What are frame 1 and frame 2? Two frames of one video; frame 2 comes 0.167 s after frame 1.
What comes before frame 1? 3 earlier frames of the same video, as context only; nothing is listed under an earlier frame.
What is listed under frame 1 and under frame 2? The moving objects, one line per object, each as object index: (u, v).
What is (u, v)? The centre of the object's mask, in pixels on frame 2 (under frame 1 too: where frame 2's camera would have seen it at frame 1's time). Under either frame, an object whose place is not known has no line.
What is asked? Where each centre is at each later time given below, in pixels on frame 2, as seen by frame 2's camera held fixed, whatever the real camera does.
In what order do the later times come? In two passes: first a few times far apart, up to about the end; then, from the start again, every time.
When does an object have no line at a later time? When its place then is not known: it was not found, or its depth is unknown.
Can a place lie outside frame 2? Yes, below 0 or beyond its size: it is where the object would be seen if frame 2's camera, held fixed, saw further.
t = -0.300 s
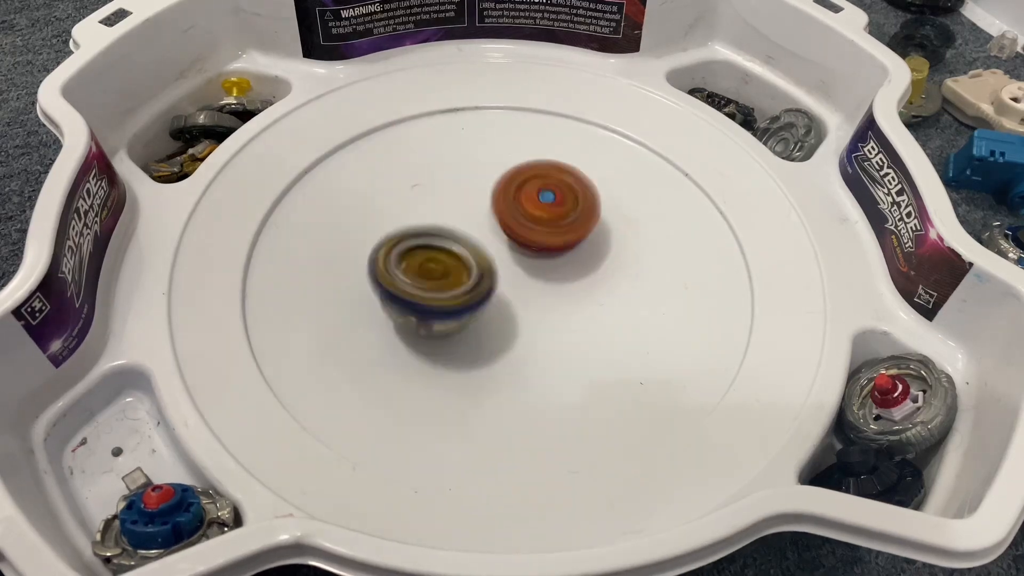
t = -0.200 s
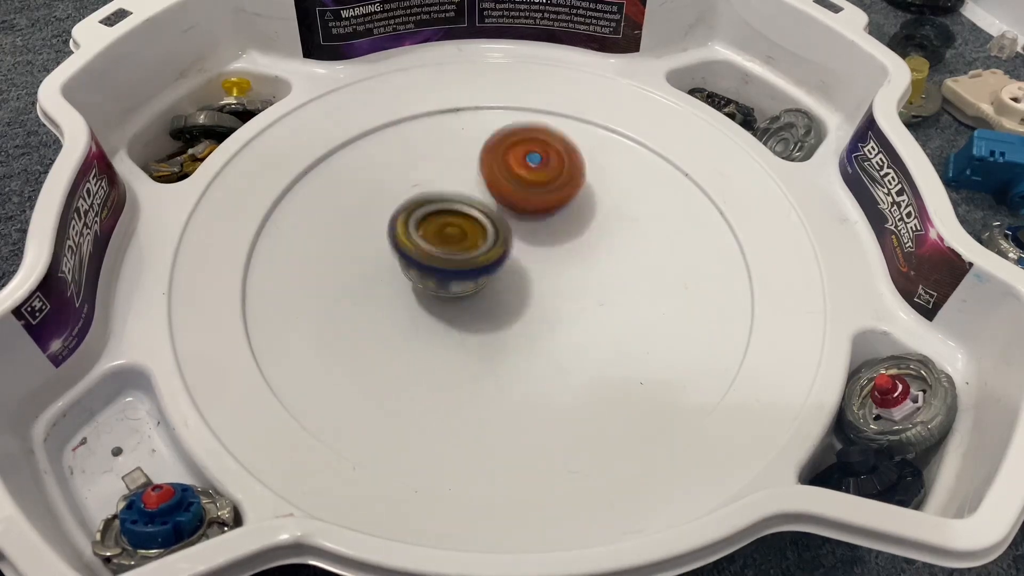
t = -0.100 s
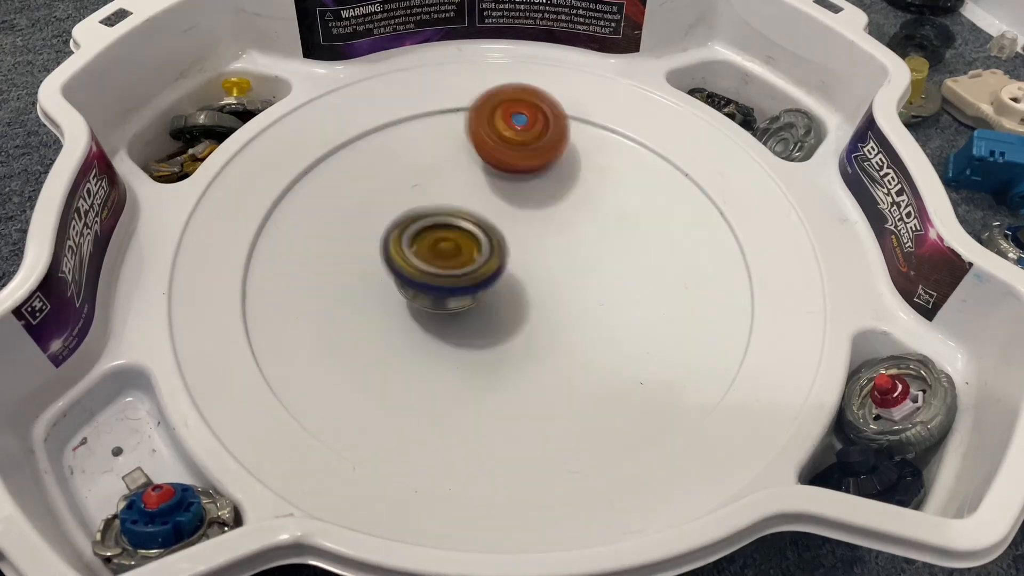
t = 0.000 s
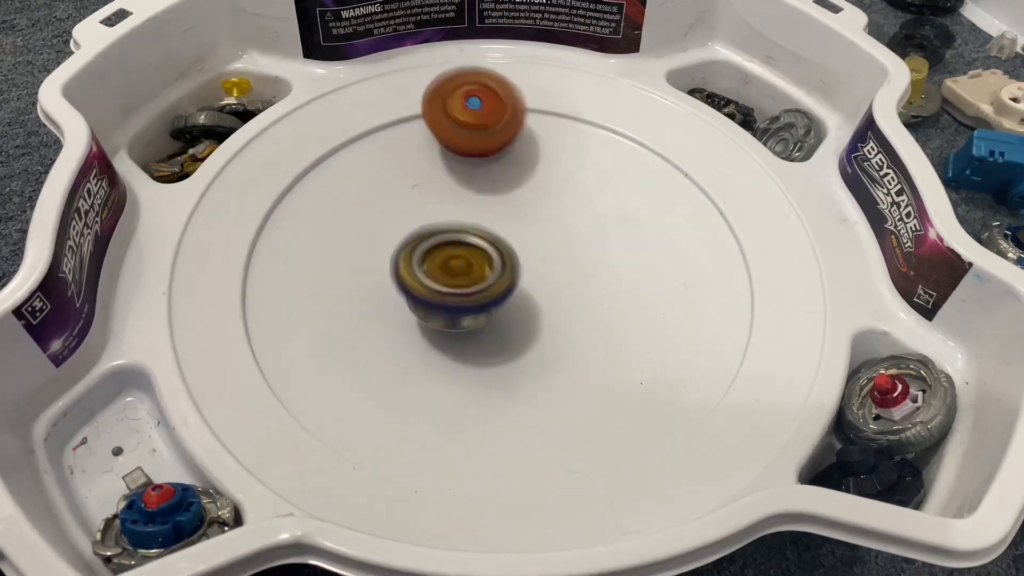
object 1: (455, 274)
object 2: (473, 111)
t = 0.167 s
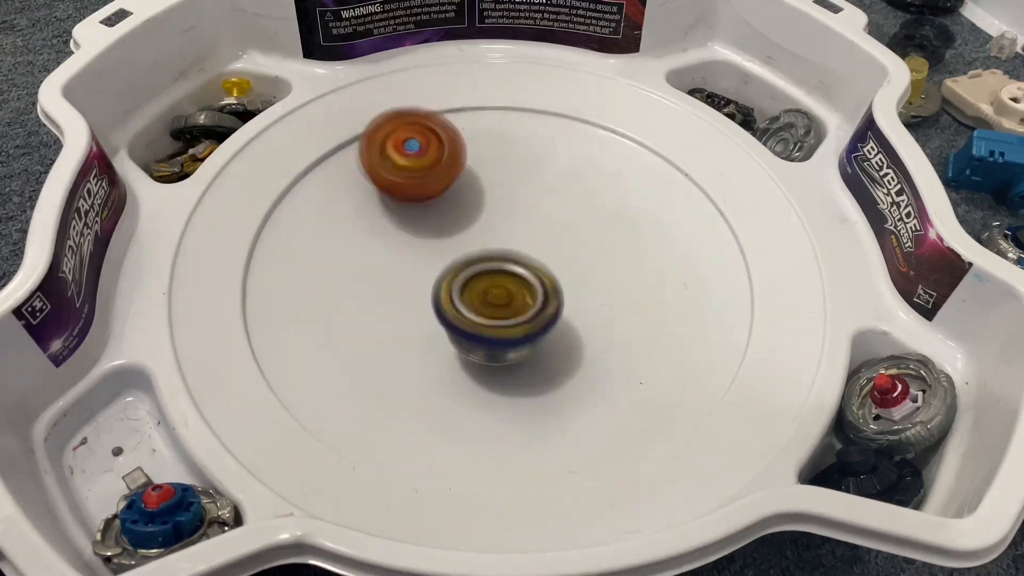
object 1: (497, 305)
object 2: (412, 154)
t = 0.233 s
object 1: (514, 319)
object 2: (409, 192)
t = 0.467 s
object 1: (624, 367)
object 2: (452, 256)
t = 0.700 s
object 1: (596, 372)
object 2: (564, 273)
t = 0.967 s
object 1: (464, 258)
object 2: (606, 212)
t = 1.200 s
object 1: (410, 114)
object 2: (573, 212)
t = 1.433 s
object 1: (491, 124)
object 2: (505, 261)
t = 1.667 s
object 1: (578, 222)
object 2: (511, 333)
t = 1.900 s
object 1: (597, 198)
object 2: (532, 392)
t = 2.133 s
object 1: (520, 222)
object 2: (568, 347)
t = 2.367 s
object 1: (462, 195)
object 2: (514, 327)
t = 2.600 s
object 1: (473, 183)
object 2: (429, 311)
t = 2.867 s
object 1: (458, 220)
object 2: (382, 320)
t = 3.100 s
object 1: (478, 237)
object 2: (418, 312)
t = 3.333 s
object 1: (549, 238)
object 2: (408, 293)
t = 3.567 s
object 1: (566, 294)
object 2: (429, 254)
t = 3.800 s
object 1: (542, 312)
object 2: (444, 221)
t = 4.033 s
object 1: (529, 275)
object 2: (457, 206)
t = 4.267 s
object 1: (618, 306)
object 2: (437, 196)
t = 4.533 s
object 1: (563, 364)
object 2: (460, 247)
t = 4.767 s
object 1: (489, 335)
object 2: (539, 245)
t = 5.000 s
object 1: (461, 293)
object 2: (557, 225)
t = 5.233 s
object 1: (375, 265)
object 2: (591, 205)
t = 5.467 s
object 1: (323, 182)
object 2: (585, 177)
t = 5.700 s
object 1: (415, 203)
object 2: (532, 223)
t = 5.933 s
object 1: (402, 227)
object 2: (535, 299)
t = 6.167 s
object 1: (434, 267)
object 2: (528, 355)
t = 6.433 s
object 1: (492, 265)
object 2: (503, 361)
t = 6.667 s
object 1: (596, 210)
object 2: (469, 364)
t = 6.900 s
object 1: (604, 232)
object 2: (441, 310)
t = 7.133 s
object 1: (547, 252)
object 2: (418, 252)
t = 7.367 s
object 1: (507, 257)
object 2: (420, 203)
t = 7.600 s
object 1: (452, 314)
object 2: (438, 160)
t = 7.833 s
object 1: (445, 317)
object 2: (475, 170)
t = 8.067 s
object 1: (477, 298)
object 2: (523, 213)
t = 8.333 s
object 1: (481, 305)
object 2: (576, 253)
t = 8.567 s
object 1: (459, 291)
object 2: (600, 292)
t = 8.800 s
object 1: (439, 276)
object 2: (579, 315)
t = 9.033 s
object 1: (401, 264)
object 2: (532, 318)
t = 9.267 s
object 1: (383, 251)
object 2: (510, 304)
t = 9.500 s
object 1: (393, 239)
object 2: (509, 284)
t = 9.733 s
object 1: (410, 234)
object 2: (528, 268)
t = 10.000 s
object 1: (421, 224)
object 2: (548, 258)
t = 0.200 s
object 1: (506, 313)
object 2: (409, 172)
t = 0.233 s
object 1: (514, 319)
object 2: (409, 192)
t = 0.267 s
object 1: (522, 324)
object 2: (415, 213)
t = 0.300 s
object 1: (524, 323)
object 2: (425, 232)
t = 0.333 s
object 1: (528, 321)
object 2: (438, 250)
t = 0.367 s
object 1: (541, 324)
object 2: (446, 257)
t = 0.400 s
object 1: (572, 345)
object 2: (443, 255)
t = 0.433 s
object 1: (602, 358)
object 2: (446, 254)
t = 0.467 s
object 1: (624, 367)
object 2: (452, 256)
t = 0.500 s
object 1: (642, 373)
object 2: (465, 260)
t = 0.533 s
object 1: (649, 377)
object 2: (481, 264)
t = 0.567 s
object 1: (652, 377)
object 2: (497, 268)
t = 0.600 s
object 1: (644, 381)
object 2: (514, 271)
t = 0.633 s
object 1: (635, 381)
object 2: (532, 272)
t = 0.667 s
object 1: (614, 376)
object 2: (549, 274)
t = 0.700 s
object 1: (596, 372)
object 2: (564, 273)
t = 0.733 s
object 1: (569, 363)
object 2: (578, 268)
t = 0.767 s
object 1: (549, 352)
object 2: (592, 263)
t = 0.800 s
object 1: (525, 338)
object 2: (602, 258)
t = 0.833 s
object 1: (508, 325)
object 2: (608, 249)
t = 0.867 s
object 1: (490, 309)
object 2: (614, 240)
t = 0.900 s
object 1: (477, 294)
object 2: (615, 229)
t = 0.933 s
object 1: (469, 275)
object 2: (612, 220)
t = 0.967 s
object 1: (464, 258)
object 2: (606, 212)
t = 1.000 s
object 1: (463, 239)
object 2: (597, 205)
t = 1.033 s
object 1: (465, 220)
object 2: (586, 202)
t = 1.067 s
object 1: (473, 199)
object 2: (575, 200)
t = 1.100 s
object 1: (453, 176)
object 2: (579, 203)
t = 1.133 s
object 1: (434, 153)
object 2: (583, 206)
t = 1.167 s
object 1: (420, 133)
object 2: (580, 209)
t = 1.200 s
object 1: (410, 114)
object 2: (573, 212)
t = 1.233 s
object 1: (407, 104)
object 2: (562, 215)
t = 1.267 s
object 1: (409, 95)
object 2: (550, 220)
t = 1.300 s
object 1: (417, 96)
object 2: (537, 226)
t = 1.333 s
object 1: (434, 100)
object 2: (527, 233)
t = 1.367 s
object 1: (450, 108)
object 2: (517, 241)
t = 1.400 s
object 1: (468, 114)
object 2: (510, 251)
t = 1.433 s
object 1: (491, 124)
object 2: (505, 261)
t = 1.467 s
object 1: (510, 136)
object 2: (503, 272)
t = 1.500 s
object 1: (523, 150)
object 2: (501, 283)
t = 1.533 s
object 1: (539, 163)
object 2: (499, 294)
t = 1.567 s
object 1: (552, 177)
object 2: (499, 305)
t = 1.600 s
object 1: (562, 192)
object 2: (501, 315)
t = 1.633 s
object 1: (572, 208)
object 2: (504, 325)
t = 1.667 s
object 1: (578, 222)
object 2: (511, 333)
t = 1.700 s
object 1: (580, 233)
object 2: (519, 339)
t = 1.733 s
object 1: (582, 244)
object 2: (529, 343)
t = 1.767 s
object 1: (585, 244)
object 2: (533, 351)
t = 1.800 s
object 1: (597, 230)
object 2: (529, 369)
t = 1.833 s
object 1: (602, 216)
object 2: (525, 381)
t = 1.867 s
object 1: (602, 205)
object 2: (527, 388)
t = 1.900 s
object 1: (597, 198)
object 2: (532, 392)
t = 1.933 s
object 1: (588, 194)
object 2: (539, 393)
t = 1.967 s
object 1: (577, 194)
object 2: (550, 392)
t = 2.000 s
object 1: (566, 195)
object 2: (559, 388)
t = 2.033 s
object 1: (552, 199)
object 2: (569, 380)
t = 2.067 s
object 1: (538, 205)
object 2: (572, 371)
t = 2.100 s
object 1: (528, 213)
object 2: (572, 359)
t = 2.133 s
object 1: (520, 222)
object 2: (568, 347)
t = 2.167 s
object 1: (511, 231)
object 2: (560, 336)
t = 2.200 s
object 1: (497, 227)
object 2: (556, 336)
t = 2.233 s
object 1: (486, 217)
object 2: (550, 338)
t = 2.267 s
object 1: (478, 208)
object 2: (544, 337)
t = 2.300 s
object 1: (470, 201)
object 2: (534, 334)
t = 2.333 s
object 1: (464, 197)
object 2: (523, 331)
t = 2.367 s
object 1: (462, 195)
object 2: (514, 327)
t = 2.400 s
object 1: (465, 191)
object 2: (502, 323)
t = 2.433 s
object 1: (465, 188)
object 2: (490, 320)
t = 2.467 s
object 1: (465, 185)
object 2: (478, 318)
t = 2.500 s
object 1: (465, 183)
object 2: (465, 316)
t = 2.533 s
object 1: (467, 182)
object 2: (453, 315)
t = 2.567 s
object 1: (470, 183)
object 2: (441, 313)
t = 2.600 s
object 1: (473, 183)
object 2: (429, 311)
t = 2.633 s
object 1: (475, 182)
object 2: (419, 311)
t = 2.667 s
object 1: (477, 182)
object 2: (409, 311)
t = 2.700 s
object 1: (477, 182)
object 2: (400, 311)
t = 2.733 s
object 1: (475, 184)
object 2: (393, 312)
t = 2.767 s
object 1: (472, 190)
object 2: (388, 314)
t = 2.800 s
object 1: (468, 199)
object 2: (383, 316)
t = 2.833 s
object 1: (462, 211)
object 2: (382, 318)
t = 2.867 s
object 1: (458, 220)
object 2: (382, 320)
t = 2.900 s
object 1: (453, 228)
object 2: (385, 322)
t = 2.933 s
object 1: (451, 235)
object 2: (393, 322)
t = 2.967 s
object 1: (457, 235)
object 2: (395, 325)
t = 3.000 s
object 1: (464, 236)
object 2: (399, 326)
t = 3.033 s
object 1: (471, 238)
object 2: (406, 324)
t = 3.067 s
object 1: (475, 238)
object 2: (413, 319)
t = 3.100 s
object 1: (478, 237)
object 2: (418, 312)
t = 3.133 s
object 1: (489, 232)
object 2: (412, 311)
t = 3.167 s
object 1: (503, 228)
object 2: (408, 309)
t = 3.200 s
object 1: (514, 224)
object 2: (406, 306)
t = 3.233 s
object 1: (525, 224)
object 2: (404, 303)
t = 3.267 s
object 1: (536, 228)
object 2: (404, 300)
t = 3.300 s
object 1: (545, 233)
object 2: (405, 297)
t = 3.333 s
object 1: (549, 238)
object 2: (408, 293)
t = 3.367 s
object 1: (555, 244)
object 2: (410, 288)
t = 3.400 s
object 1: (562, 250)
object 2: (413, 283)
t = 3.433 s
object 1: (567, 256)
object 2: (417, 277)
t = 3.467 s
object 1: (567, 264)
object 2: (421, 272)
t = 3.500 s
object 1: (567, 274)
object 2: (424, 266)
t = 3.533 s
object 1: (566, 285)
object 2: (426, 260)
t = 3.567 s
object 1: (566, 294)
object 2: (429, 254)
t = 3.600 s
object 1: (562, 302)
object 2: (432, 249)
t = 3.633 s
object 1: (561, 304)
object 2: (433, 246)
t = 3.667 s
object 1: (555, 309)
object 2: (435, 240)
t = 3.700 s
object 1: (550, 313)
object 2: (437, 236)
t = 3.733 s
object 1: (546, 314)
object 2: (440, 231)
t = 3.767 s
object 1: (544, 314)
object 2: (442, 226)
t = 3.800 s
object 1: (542, 312)
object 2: (444, 221)
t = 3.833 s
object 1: (539, 307)
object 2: (446, 217)
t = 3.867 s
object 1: (537, 303)
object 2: (446, 213)
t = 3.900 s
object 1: (534, 297)
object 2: (448, 211)
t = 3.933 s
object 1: (532, 291)
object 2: (449, 209)
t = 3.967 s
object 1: (530, 286)
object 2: (452, 208)
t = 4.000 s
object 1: (530, 280)
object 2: (455, 207)
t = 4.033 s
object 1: (529, 275)
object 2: (457, 206)
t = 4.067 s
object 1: (531, 271)
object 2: (459, 206)
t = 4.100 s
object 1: (535, 267)
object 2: (460, 206)
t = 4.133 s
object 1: (540, 265)
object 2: (464, 206)
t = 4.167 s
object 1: (565, 274)
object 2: (460, 202)
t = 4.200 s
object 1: (588, 283)
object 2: (450, 196)
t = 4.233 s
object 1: (605, 295)
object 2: (443, 195)
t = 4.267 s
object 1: (618, 306)
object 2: (437, 196)
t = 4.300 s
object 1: (626, 318)
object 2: (433, 199)
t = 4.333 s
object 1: (628, 332)
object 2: (432, 204)
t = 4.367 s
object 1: (625, 346)
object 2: (432, 210)
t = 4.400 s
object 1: (620, 357)
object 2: (434, 217)
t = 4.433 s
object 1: (611, 364)
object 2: (437, 226)
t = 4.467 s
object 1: (596, 368)
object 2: (443, 233)
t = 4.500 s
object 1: (580, 367)
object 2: (450, 240)
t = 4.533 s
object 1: (563, 364)
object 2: (460, 247)
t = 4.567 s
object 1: (548, 358)
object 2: (471, 252)
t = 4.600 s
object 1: (535, 352)
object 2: (482, 256)
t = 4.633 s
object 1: (522, 344)
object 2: (494, 255)
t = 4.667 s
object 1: (513, 343)
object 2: (506, 252)
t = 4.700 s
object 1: (505, 343)
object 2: (518, 249)
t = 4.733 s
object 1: (496, 340)
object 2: (529, 247)
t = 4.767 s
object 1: (489, 335)
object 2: (539, 245)
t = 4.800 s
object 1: (483, 329)
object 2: (546, 242)
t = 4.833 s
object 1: (478, 322)
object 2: (552, 239)
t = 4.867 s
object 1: (472, 316)
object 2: (555, 236)
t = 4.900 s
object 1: (467, 310)
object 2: (556, 233)
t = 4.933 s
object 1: (464, 304)
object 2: (557, 230)
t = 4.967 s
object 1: (462, 298)
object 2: (558, 227)
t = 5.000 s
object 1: (461, 293)
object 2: (557, 225)
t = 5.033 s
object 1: (461, 286)
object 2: (555, 223)
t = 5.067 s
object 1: (462, 279)
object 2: (553, 222)
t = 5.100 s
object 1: (464, 274)
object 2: (551, 221)
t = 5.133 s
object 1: (463, 269)
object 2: (549, 222)
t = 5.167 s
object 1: (433, 271)
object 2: (563, 218)
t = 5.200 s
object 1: (402, 269)
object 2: (581, 211)
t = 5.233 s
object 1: (375, 265)
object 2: (591, 205)
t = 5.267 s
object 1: (353, 259)
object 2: (596, 199)
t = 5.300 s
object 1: (337, 248)
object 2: (599, 193)
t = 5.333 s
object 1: (325, 235)
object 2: (600, 187)
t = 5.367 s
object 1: (318, 220)
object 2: (600, 182)
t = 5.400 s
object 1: (315, 204)
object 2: (596, 179)
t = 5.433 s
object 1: (317, 191)
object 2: (592, 178)
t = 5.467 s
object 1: (323, 182)
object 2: (585, 177)
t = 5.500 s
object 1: (331, 178)
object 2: (577, 180)
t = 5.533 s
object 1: (343, 177)
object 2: (569, 184)
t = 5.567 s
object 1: (355, 181)
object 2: (561, 190)
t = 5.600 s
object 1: (370, 186)
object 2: (553, 197)
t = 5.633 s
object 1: (385, 191)
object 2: (546, 205)
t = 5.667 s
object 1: (400, 197)
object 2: (539, 213)
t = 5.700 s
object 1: (415, 203)
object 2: (532, 223)
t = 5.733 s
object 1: (414, 206)
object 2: (536, 234)
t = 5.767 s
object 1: (402, 209)
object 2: (542, 246)
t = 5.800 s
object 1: (396, 212)
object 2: (543, 258)
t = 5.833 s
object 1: (395, 216)
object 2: (542, 268)
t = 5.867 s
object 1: (396, 220)
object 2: (539, 279)
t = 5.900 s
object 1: (399, 223)
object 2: (537, 289)
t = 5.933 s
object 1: (402, 227)
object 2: (535, 299)
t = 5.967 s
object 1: (406, 233)
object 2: (533, 308)
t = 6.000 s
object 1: (413, 241)
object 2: (531, 317)
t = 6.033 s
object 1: (420, 251)
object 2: (529, 325)
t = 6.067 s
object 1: (428, 261)
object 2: (527, 332)
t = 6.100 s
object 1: (431, 266)
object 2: (528, 340)
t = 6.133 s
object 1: (431, 267)
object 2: (529, 348)
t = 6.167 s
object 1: (434, 267)
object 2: (528, 355)
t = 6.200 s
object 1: (439, 268)
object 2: (527, 360)
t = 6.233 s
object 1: (443, 268)
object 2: (526, 363)
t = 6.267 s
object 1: (448, 267)
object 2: (524, 366)
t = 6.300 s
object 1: (453, 268)
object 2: (521, 366)
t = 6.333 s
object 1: (460, 267)
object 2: (518, 366)
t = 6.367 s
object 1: (469, 268)
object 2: (514, 364)
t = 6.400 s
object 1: (480, 268)
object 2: (509, 361)
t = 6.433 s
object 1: (492, 265)
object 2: (503, 361)
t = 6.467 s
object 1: (507, 253)
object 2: (495, 371)
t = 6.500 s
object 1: (519, 238)
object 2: (490, 374)
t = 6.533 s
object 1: (532, 226)
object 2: (486, 375)
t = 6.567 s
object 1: (549, 217)
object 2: (481, 375)
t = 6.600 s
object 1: (566, 212)
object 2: (477, 372)
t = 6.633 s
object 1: (584, 210)
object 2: (473, 369)
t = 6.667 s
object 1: (596, 210)
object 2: (469, 364)
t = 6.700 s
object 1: (608, 210)
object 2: (464, 358)
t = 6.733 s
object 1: (621, 211)
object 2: (461, 352)
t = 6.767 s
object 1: (626, 213)
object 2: (457, 344)
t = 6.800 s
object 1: (626, 216)
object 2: (453, 336)
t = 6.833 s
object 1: (619, 222)
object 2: (449, 328)
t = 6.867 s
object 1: (611, 228)
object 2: (445, 319)
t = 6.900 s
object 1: (604, 232)
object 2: (441, 310)
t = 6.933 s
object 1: (592, 238)
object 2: (438, 302)
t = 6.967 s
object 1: (580, 245)
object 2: (436, 293)
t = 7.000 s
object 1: (566, 250)
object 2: (434, 284)
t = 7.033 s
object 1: (554, 253)
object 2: (432, 275)
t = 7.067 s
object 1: (550, 253)
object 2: (425, 268)
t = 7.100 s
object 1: (552, 252)
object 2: (420, 260)
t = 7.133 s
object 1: (547, 252)
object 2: (418, 252)
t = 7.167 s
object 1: (544, 252)
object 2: (417, 244)
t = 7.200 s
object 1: (542, 252)
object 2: (417, 237)
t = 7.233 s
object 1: (537, 253)
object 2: (417, 230)
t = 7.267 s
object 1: (531, 254)
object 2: (417, 222)
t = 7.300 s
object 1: (523, 254)
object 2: (418, 215)
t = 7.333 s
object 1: (515, 255)
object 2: (418, 209)
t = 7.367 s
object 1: (507, 257)
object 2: (420, 203)
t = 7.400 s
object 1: (495, 258)
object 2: (422, 196)
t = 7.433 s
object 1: (489, 268)
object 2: (427, 187)
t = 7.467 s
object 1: (485, 282)
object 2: (431, 180)
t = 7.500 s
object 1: (478, 293)
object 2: (431, 173)
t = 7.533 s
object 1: (469, 302)
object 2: (433, 168)
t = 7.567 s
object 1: (458, 308)
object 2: (435, 163)
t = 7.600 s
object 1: (452, 314)
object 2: (438, 160)
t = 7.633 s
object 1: (446, 321)
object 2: (442, 157)
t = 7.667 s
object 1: (439, 323)
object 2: (446, 156)
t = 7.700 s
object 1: (438, 325)
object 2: (452, 157)
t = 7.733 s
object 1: (439, 326)
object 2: (457, 159)
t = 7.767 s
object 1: (439, 324)
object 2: (463, 161)
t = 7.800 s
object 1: (440, 320)
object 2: (469, 164)
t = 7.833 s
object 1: (445, 317)
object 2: (475, 170)
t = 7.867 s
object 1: (449, 312)
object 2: (482, 175)
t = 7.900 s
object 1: (452, 307)
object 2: (488, 182)
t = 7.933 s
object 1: (455, 302)
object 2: (494, 188)
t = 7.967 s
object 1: (462, 298)
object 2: (501, 197)
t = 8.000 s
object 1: (468, 294)
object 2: (508, 204)
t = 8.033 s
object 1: (471, 295)
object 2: (515, 209)
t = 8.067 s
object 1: (477, 298)
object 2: (523, 213)
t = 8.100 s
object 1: (481, 298)
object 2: (530, 217)
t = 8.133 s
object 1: (482, 304)
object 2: (539, 221)
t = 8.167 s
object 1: (483, 307)
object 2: (546, 225)
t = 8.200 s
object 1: (486, 308)
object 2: (554, 231)
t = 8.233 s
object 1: (487, 305)
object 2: (559, 235)
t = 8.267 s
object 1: (485, 305)
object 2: (566, 241)
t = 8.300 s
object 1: (483, 305)
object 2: (571, 247)
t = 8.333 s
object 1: (481, 305)
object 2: (576, 253)
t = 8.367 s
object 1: (482, 304)
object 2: (579, 259)
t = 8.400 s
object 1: (482, 303)
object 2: (582, 266)
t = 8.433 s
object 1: (479, 300)
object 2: (584, 273)
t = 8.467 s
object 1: (469, 299)
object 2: (590, 279)
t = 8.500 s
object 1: (464, 297)
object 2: (593, 283)
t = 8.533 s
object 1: (460, 294)
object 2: (598, 288)
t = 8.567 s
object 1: (459, 291)
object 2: (600, 292)
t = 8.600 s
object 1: (456, 288)
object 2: (602, 295)
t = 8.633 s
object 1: (452, 287)
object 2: (602, 301)
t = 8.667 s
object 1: (450, 284)
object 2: (600, 304)
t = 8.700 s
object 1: (447, 281)
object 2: (598, 308)
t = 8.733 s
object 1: (443, 280)
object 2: (591, 311)
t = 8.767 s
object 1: (441, 277)
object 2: (587, 313)
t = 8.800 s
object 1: (439, 276)
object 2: (579, 315)
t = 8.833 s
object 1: (436, 275)
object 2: (571, 317)
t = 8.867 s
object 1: (434, 274)
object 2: (563, 318)
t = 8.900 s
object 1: (434, 273)
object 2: (554, 318)
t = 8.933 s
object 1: (428, 272)
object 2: (547, 318)
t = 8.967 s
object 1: (417, 270)
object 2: (543, 319)
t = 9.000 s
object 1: (405, 264)
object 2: (539, 319)
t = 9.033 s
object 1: (401, 264)
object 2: (532, 318)
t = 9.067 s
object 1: (398, 263)
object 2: (524, 316)
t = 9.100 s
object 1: (399, 262)
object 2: (518, 314)
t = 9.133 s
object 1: (391, 260)
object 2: (517, 314)
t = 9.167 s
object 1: (381, 255)
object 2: (519, 313)
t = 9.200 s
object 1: (381, 253)
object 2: (517, 311)
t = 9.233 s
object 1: (382, 254)
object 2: (513, 308)
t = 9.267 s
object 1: (383, 251)
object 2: (510, 304)
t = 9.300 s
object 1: (389, 252)
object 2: (506, 301)
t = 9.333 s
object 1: (384, 248)
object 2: (510, 299)
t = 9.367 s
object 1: (380, 242)
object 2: (511, 296)
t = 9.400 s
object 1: (383, 241)
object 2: (510, 293)
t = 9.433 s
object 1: (386, 240)
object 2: (509, 290)
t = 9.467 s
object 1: (391, 240)
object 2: (509, 286)
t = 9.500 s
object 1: (393, 239)
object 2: (509, 284)
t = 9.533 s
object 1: (387, 235)
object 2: (516, 282)
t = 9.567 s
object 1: (385, 234)
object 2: (520, 280)
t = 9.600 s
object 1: (387, 235)
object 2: (522, 278)
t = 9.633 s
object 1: (391, 235)
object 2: (523, 276)
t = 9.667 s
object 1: (398, 234)
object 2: (525, 273)
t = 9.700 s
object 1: (403, 234)
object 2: (528, 270)
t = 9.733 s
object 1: (410, 234)
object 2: (528, 268)
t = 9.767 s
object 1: (415, 233)
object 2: (529, 265)
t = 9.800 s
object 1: (410, 230)
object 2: (535, 265)
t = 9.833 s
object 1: (410, 224)
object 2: (540, 264)
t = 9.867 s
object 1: (407, 223)
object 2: (543, 263)
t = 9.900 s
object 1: (410, 223)
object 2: (545, 261)
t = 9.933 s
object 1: (414, 225)
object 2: (548, 260)
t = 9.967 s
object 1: (416, 225)
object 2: (549, 259)
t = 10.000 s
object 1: (421, 224)
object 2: (548, 258)
